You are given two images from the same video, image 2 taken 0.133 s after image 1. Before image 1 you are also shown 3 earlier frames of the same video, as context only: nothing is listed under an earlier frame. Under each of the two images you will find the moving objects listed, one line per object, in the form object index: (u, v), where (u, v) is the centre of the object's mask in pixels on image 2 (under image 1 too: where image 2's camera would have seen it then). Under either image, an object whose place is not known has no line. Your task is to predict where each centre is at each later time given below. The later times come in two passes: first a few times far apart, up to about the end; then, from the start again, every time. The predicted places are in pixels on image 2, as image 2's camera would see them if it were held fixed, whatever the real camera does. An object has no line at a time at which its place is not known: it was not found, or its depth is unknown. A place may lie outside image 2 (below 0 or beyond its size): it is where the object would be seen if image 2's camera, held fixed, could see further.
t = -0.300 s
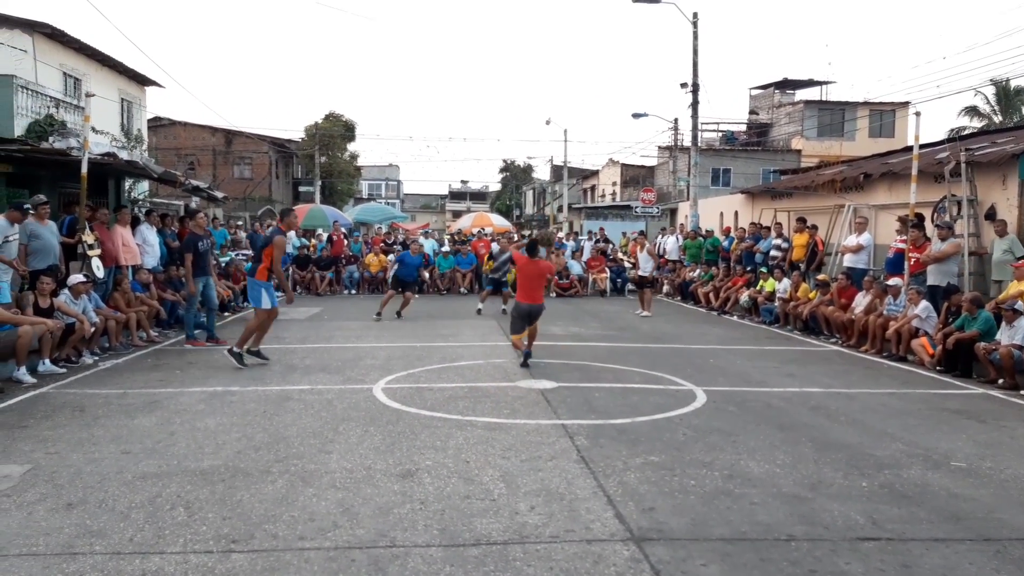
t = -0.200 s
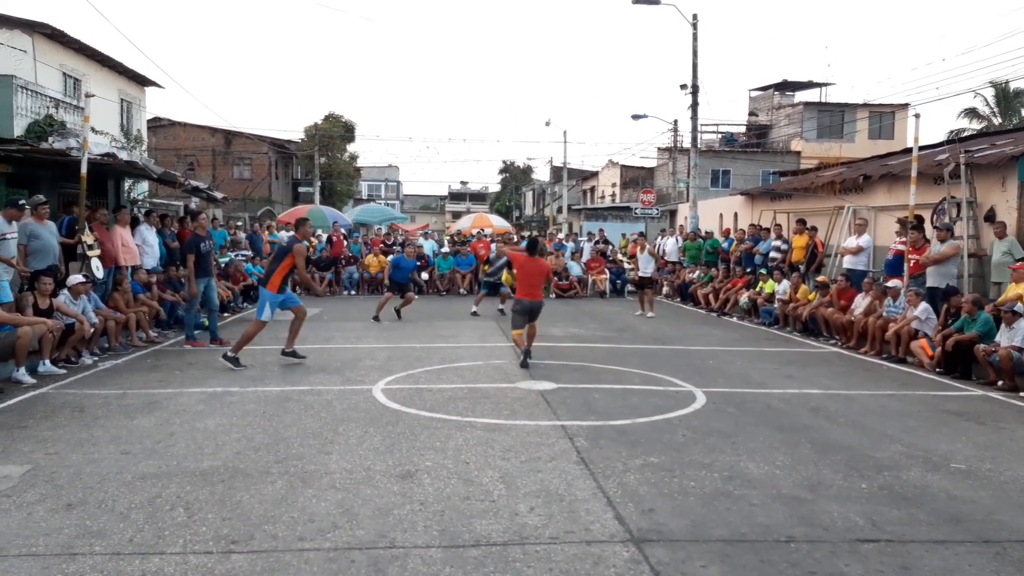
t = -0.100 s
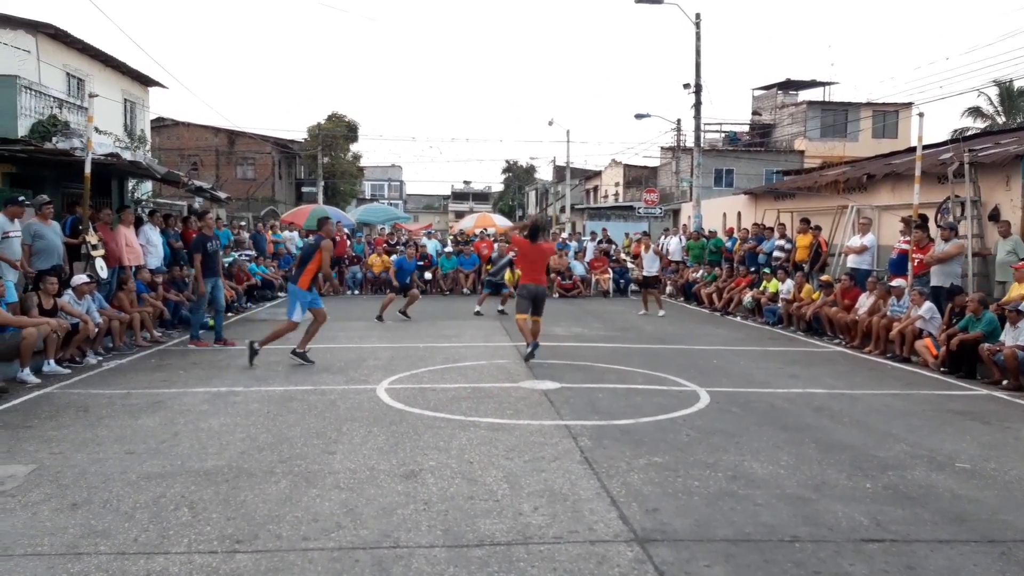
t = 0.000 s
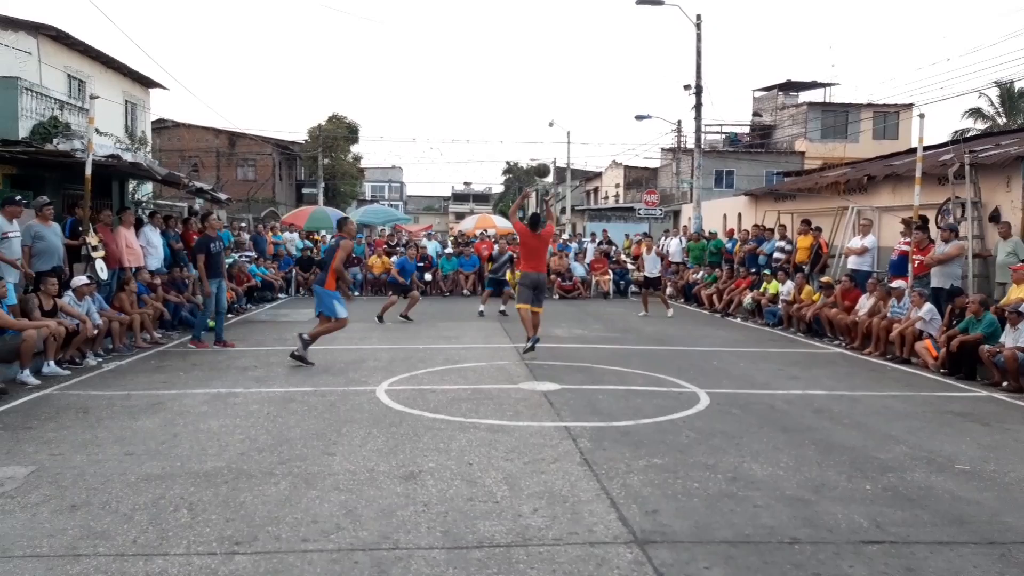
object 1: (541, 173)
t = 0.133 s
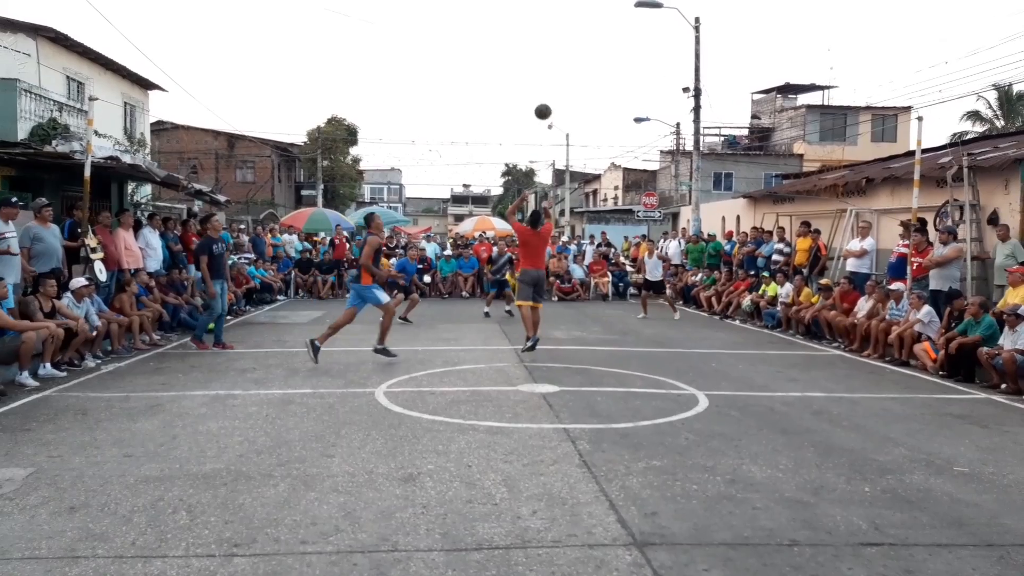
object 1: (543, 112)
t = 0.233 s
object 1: (545, 75)
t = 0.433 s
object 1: (548, 27)
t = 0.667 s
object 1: (550, 13)
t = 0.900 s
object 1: (553, 43)
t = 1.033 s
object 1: (553, 79)
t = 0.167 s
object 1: (543, 99)
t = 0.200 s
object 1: (544, 87)
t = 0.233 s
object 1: (545, 75)
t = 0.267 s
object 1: (545, 65)
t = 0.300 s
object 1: (546, 55)
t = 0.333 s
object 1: (546, 47)
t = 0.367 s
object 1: (547, 40)
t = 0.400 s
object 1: (547, 33)
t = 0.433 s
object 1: (548, 27)
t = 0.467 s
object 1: (548, 23)
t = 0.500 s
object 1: (549, 19)
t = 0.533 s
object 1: (549, 16)
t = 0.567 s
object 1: (550, 14)
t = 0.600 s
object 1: (550, 13)
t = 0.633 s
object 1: (550, 12)
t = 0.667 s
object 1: (550, 13)
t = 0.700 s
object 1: (551, 15)
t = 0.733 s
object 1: (551, 17)
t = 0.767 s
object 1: (552, 21)
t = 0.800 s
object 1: (552, 25)
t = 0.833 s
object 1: (552, 30)
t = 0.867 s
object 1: (552, 36)
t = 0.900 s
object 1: (553, 43)
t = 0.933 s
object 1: (553, 50)
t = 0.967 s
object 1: (553, 59)
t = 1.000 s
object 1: (553, 68)
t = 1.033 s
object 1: (553, 79)
